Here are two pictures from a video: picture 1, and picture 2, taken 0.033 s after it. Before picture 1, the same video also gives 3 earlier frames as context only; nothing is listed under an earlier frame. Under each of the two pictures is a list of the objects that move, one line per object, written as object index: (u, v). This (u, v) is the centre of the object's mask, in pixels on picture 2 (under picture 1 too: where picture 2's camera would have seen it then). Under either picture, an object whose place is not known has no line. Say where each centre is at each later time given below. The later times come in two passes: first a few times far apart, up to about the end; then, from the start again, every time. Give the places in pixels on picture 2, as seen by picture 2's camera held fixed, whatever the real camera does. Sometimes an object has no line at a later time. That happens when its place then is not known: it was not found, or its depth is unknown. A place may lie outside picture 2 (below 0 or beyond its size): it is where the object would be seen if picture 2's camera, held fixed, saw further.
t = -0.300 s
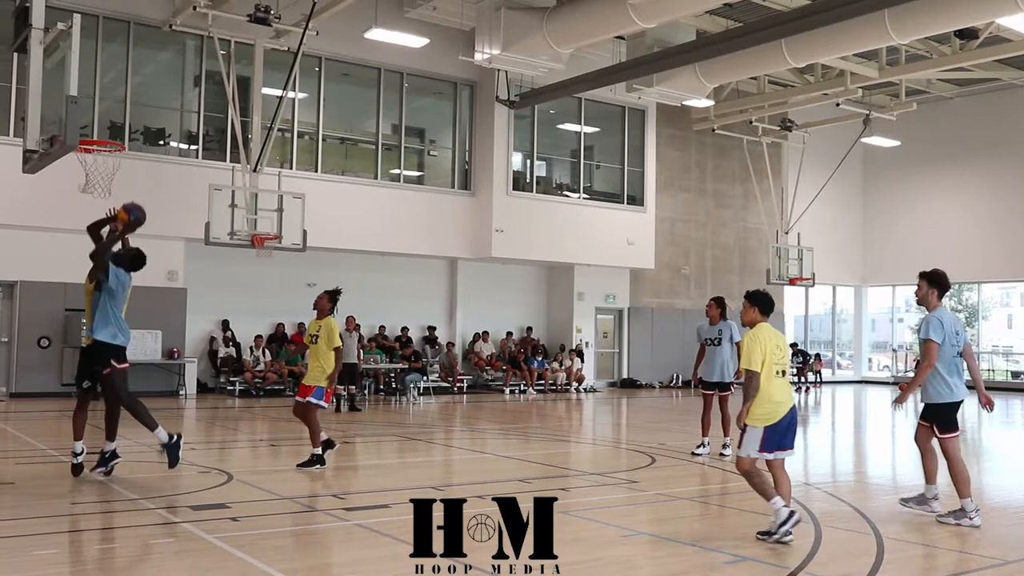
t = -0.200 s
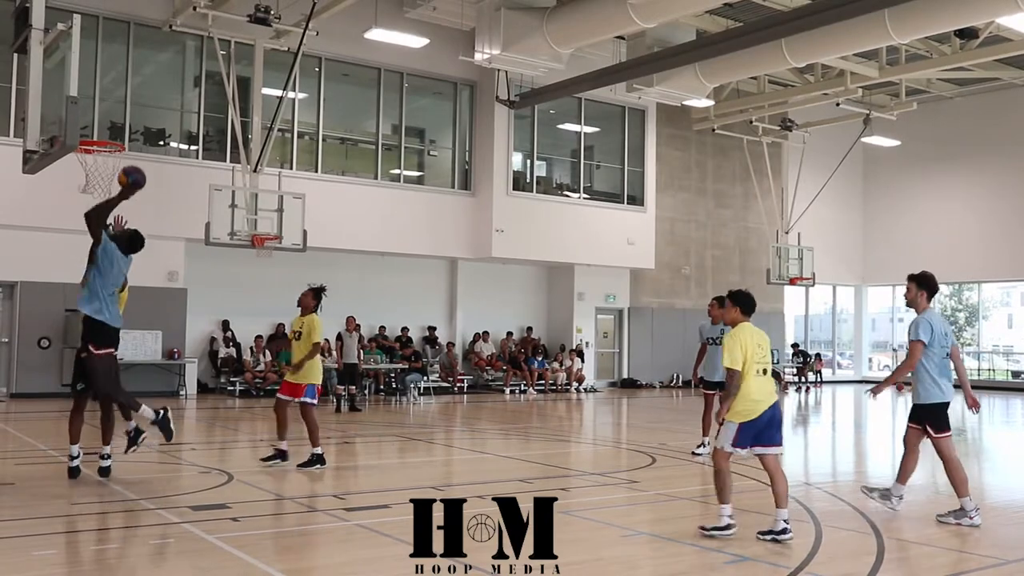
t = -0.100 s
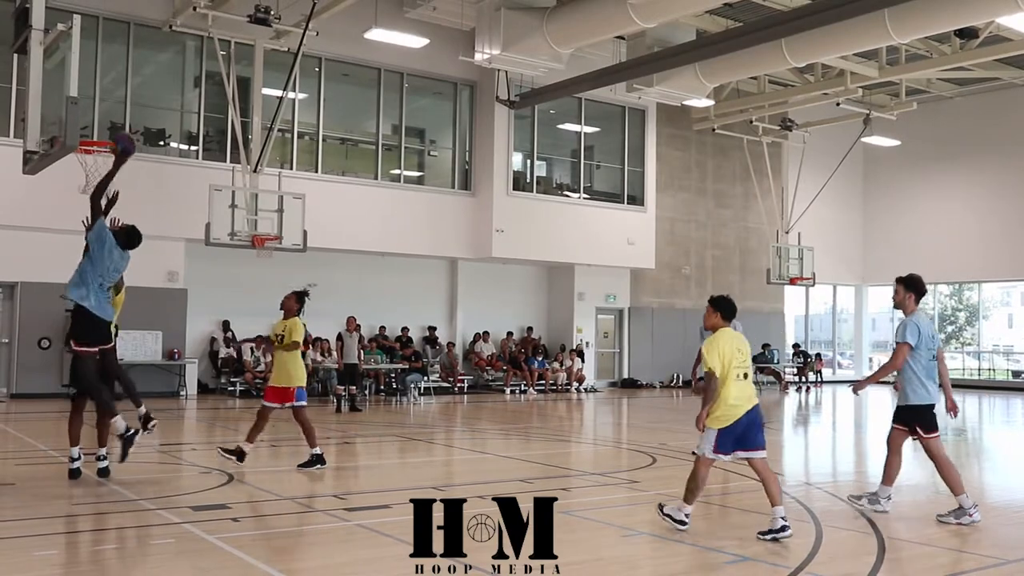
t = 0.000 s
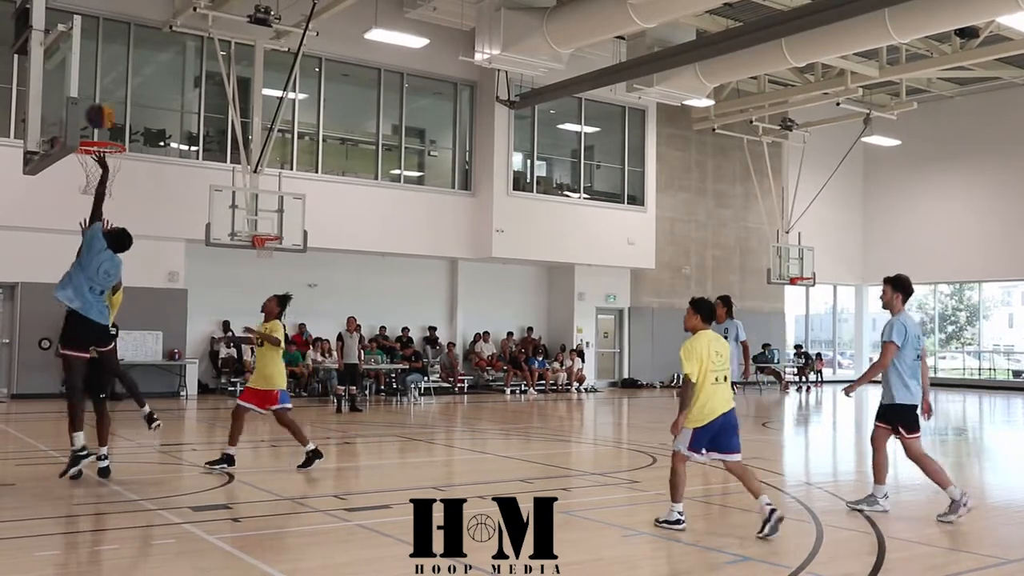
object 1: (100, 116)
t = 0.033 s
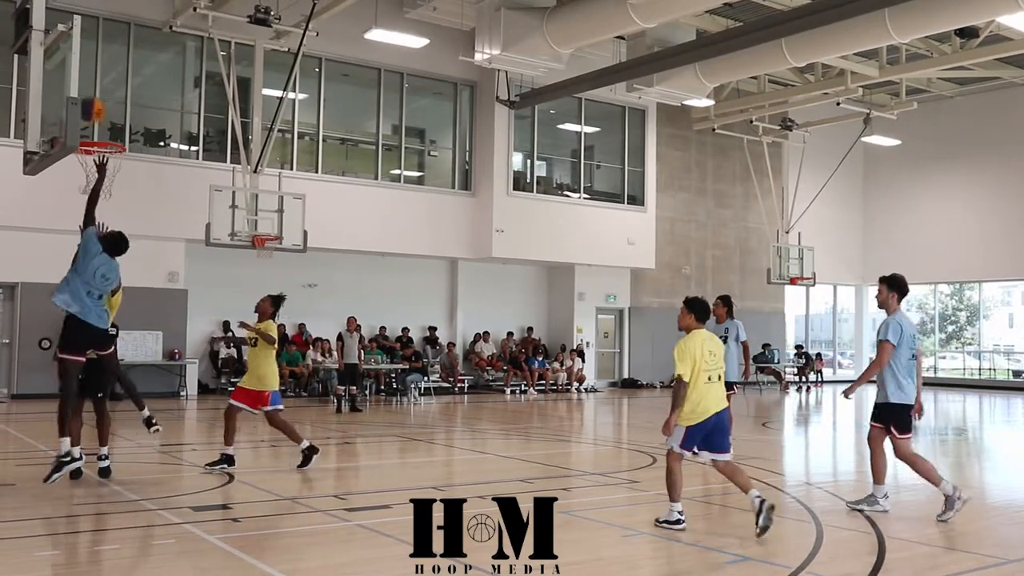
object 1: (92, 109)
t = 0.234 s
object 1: (95, 109)
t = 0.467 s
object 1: (101, 152)
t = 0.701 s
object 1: (77, 171)
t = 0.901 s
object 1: (82, 193)
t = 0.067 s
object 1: (87, 103)
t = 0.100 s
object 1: (84, 100)
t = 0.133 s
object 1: (87, 101)
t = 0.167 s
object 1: (89, 102)
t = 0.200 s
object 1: (92, 105)
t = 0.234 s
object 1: (95, 109)
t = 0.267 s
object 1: (100, 115)
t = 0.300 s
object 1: (103, 121)
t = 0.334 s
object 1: (108, 129)
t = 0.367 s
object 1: (113, 135)
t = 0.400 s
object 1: (112, 141)
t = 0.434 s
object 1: (106, 143)
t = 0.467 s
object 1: (101, 152)
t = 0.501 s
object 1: (95, 155)
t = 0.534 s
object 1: (90, 158)
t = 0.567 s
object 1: (86, 164)
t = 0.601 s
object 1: (83, 166)
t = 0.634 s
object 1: (80, 168)
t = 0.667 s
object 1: (78, 169)
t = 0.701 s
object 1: (77, 171)
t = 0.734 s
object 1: (77, 172)
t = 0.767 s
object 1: (78, 175)
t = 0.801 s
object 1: (78, 178)
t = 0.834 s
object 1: (79, 182)
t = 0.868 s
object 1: (81, 187)
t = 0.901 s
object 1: (82, 193)
